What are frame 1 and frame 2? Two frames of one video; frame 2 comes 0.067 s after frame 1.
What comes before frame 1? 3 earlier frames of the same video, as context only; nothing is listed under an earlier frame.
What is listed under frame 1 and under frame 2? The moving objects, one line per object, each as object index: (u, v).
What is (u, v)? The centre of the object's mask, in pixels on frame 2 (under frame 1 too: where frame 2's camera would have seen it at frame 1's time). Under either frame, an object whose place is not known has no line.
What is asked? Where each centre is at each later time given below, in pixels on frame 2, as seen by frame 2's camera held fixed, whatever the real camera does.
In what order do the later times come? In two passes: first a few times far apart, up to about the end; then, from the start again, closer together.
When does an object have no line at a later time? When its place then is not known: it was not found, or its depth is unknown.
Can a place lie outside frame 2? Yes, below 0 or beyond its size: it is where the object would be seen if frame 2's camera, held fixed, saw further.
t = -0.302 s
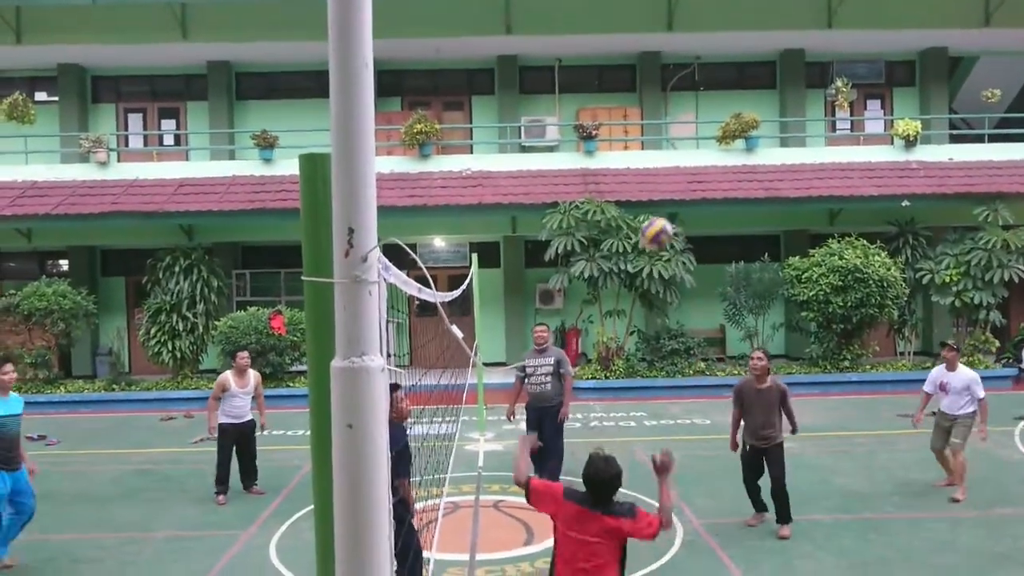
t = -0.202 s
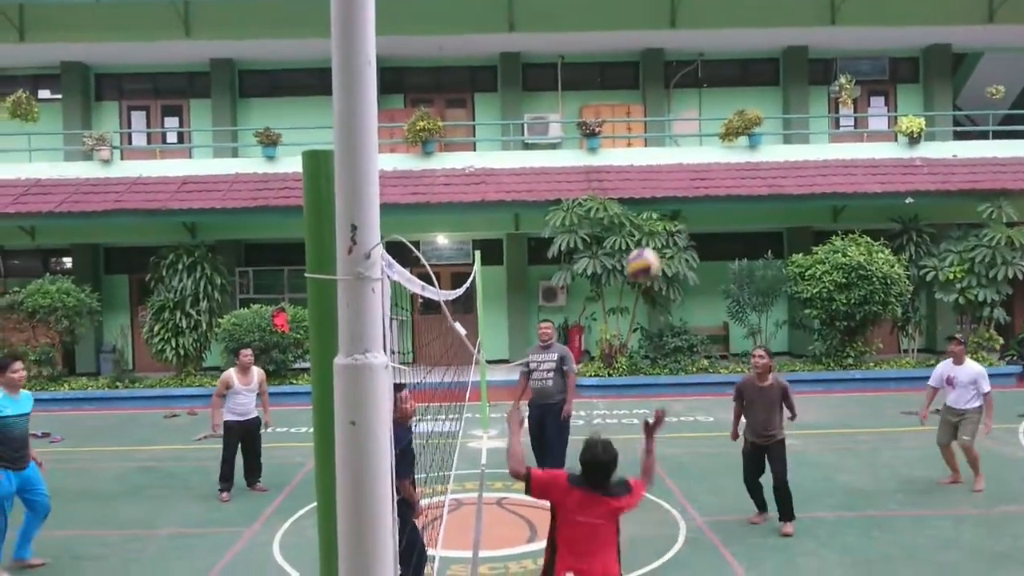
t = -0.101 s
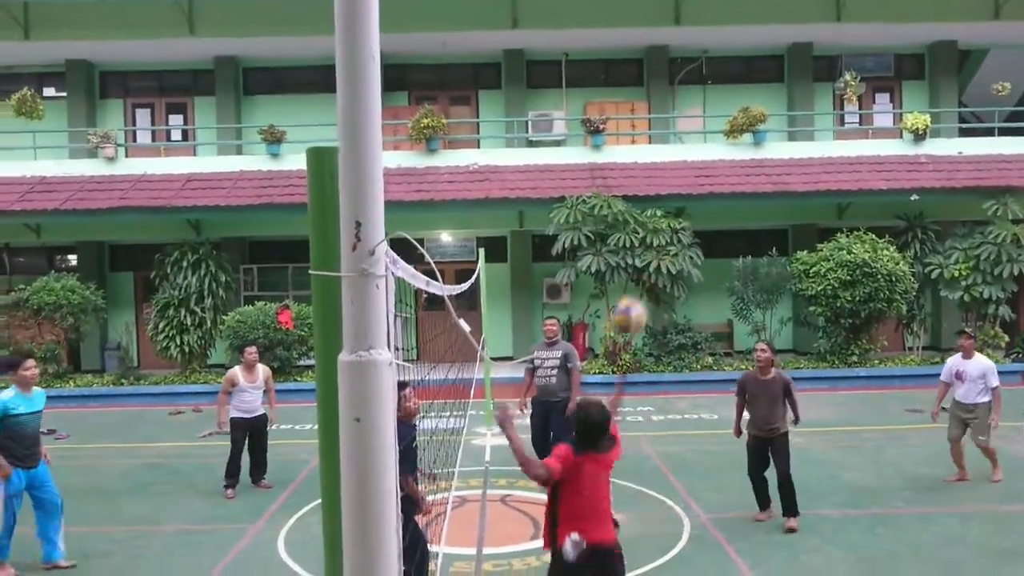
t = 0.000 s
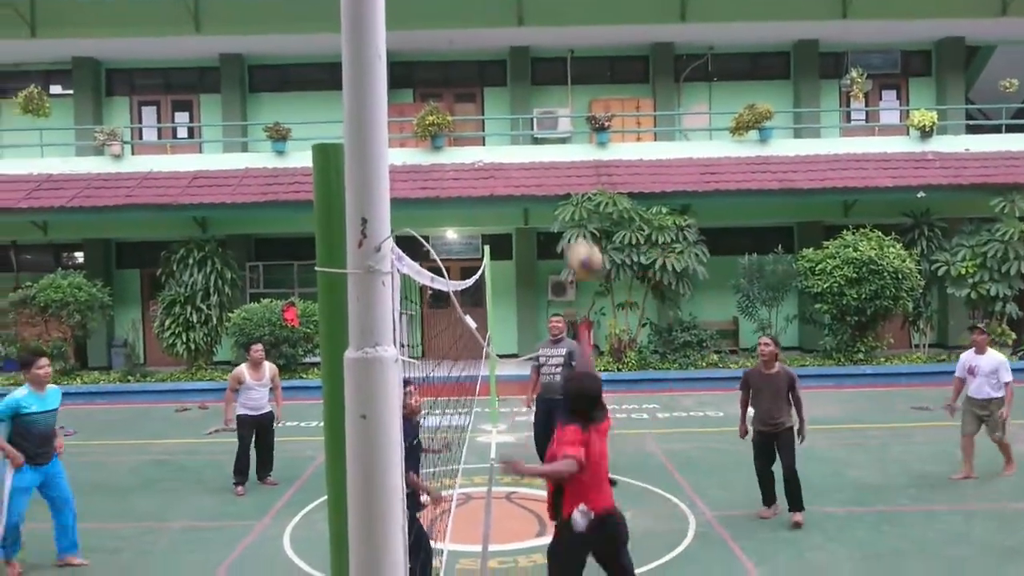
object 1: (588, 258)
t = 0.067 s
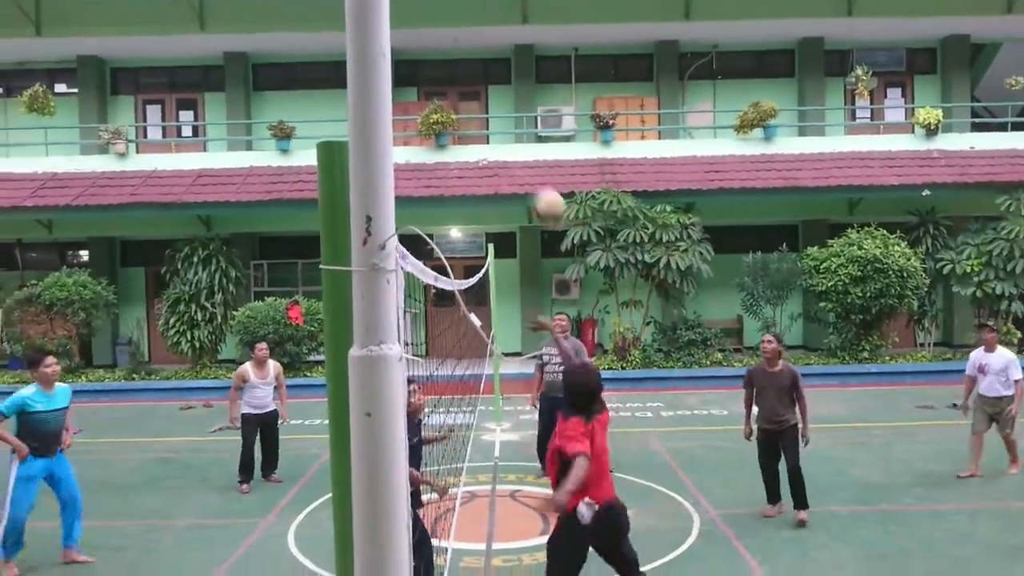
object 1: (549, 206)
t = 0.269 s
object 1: (441, 105)
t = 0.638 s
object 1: (290, 94)
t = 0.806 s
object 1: (237, 142)
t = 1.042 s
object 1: (173, 253)
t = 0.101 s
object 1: (529, 183)
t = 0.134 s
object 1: (510, 166)
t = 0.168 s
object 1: (491, 146)
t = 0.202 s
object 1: (474, 129)
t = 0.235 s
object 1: (458, 114)
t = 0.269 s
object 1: (441, 105)
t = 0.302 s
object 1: (426, 96)
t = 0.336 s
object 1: (412, 89)
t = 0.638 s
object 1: (290, 94)
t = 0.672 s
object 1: (279, 101)
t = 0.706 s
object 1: (267, 109)
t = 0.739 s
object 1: (258, 119)
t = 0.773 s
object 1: (247, 129)
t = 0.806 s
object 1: (237, 142)
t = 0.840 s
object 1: (227, 156)
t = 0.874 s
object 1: (216, 171)
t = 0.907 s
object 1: (207, 183)
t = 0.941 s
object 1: (198, 199)
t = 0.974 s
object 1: (191, 216)
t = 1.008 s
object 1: (181, 234)
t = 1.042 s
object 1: (173, 253)
